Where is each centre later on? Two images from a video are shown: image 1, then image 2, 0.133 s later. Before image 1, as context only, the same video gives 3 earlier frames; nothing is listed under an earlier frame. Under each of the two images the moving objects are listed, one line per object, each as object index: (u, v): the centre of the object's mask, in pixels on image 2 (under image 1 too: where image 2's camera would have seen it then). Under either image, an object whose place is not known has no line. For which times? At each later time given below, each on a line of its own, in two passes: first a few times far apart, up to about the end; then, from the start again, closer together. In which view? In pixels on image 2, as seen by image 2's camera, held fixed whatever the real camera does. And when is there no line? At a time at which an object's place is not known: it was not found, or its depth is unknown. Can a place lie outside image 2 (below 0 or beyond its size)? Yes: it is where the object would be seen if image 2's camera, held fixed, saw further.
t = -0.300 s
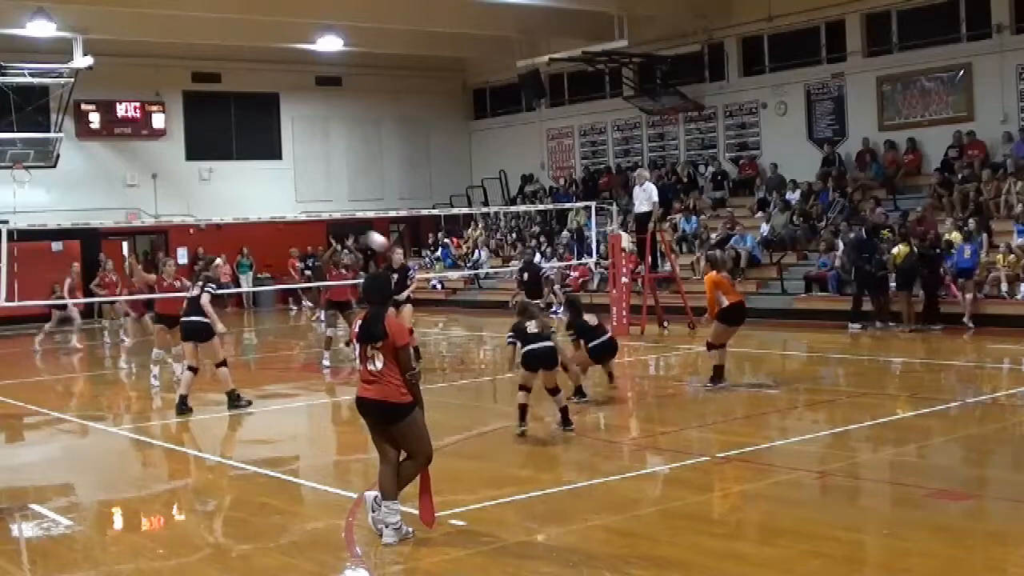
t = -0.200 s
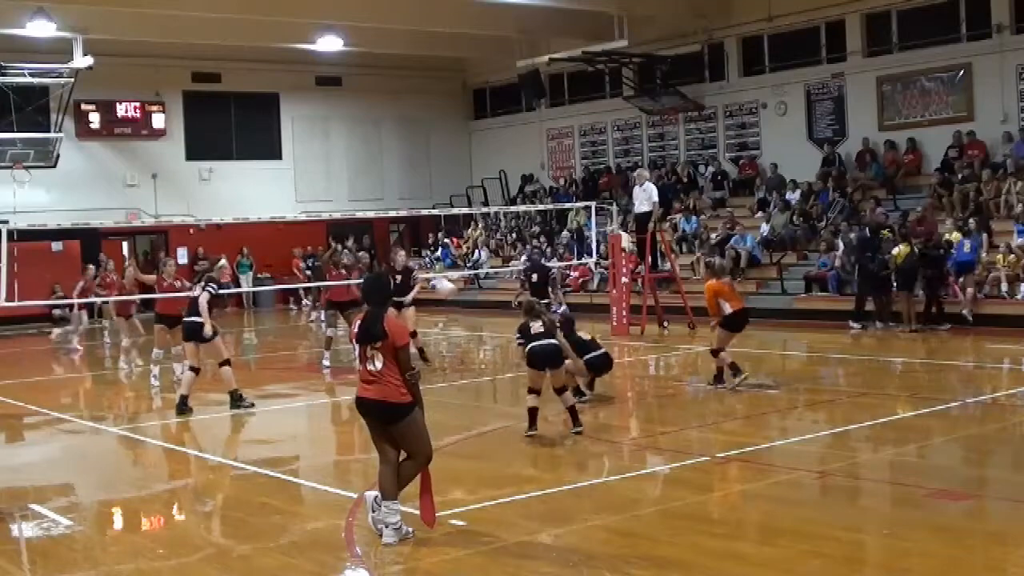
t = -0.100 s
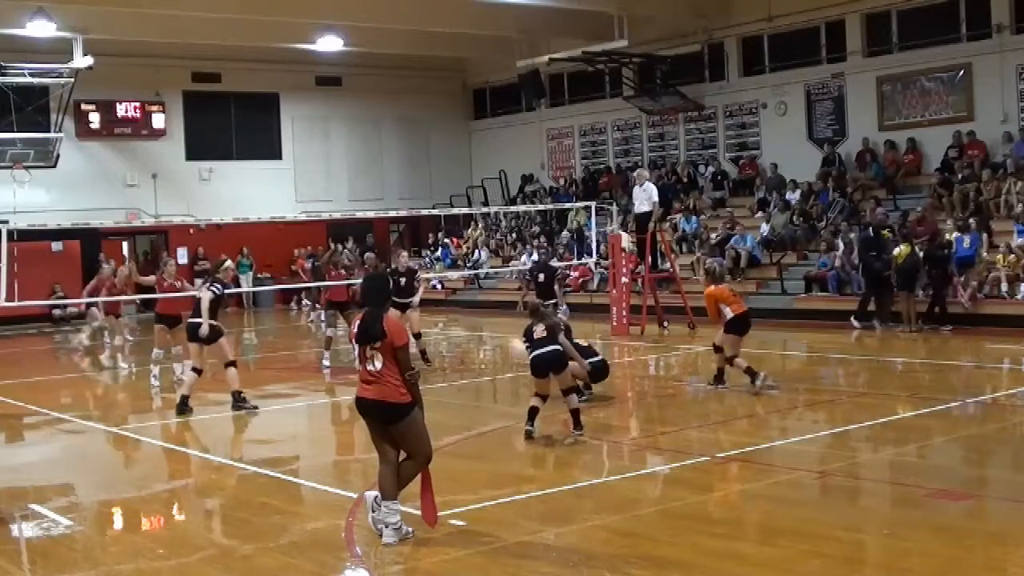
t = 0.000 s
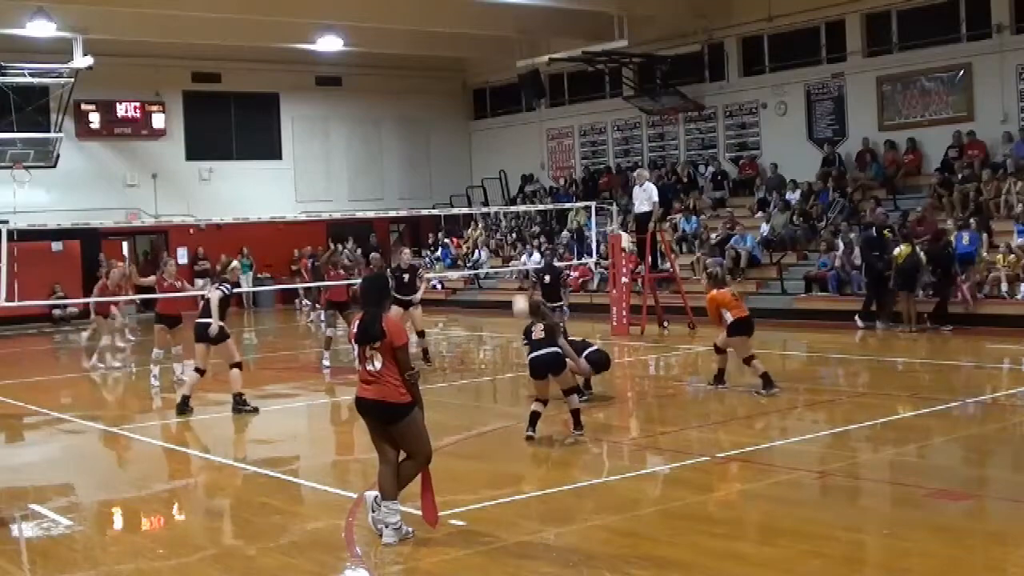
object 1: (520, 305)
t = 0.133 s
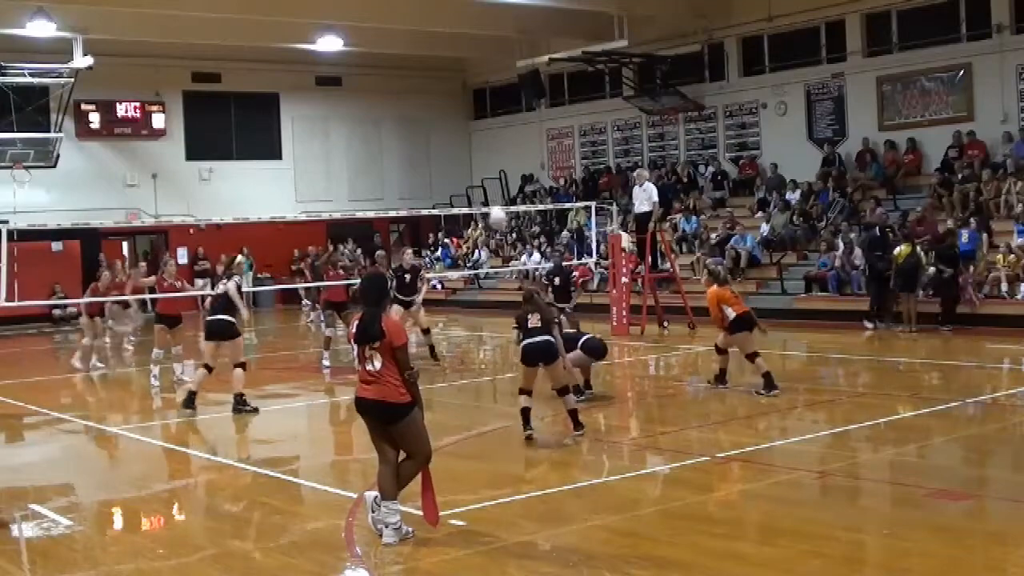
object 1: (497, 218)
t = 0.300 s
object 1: (472, 128)
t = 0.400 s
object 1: (460, 89)
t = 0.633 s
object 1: (435, 30)
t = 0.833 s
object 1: (417, 14)
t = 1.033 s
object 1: (401, 26)
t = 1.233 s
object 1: (388, 68)
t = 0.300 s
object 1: (472, 128)
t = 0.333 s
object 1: (468, 114)
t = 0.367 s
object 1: (464, 102)
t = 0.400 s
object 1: (460, 89)
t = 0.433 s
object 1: (456, 78)
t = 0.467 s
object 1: (452, 67)
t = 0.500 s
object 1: (449, 58)
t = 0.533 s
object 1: (445, 50)
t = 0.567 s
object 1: (442, 42)
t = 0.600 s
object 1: (438, 35)
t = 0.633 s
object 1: (435, 30)
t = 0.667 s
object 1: (432, 25)
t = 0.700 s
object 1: (429, 20)
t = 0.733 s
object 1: (426, 17)
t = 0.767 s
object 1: (423, 15)
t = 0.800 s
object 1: (420, 14)
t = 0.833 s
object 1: (417, 14)
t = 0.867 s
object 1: (415, 13)
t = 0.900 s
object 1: (412, 15)
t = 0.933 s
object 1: (409, 16)
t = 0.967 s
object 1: (407, 18)
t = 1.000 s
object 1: (404, 22)
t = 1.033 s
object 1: (401, 26)
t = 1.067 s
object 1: (399, 32)
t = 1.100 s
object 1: (397, 38)
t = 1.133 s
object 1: (394, 44)
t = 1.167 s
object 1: (392, 52)
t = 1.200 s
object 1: (390, 60)
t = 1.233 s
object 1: (388, 68)
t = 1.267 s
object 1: (386, 78)
